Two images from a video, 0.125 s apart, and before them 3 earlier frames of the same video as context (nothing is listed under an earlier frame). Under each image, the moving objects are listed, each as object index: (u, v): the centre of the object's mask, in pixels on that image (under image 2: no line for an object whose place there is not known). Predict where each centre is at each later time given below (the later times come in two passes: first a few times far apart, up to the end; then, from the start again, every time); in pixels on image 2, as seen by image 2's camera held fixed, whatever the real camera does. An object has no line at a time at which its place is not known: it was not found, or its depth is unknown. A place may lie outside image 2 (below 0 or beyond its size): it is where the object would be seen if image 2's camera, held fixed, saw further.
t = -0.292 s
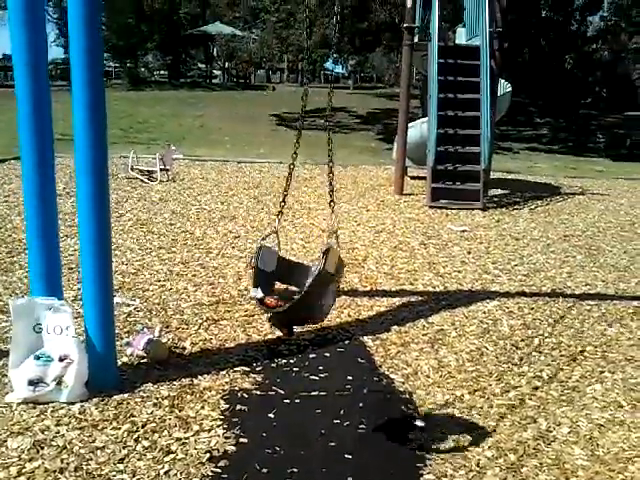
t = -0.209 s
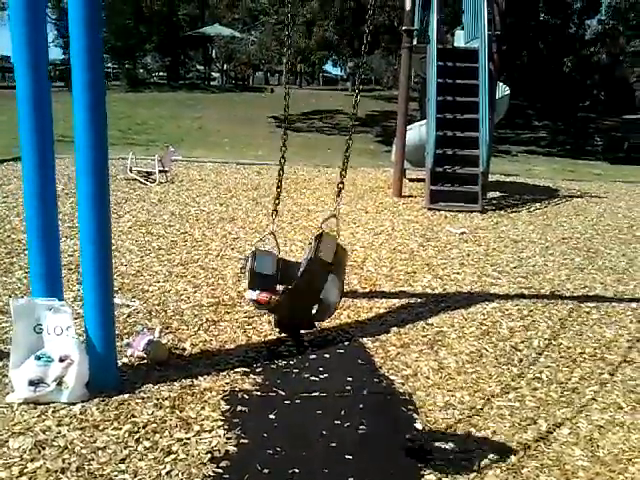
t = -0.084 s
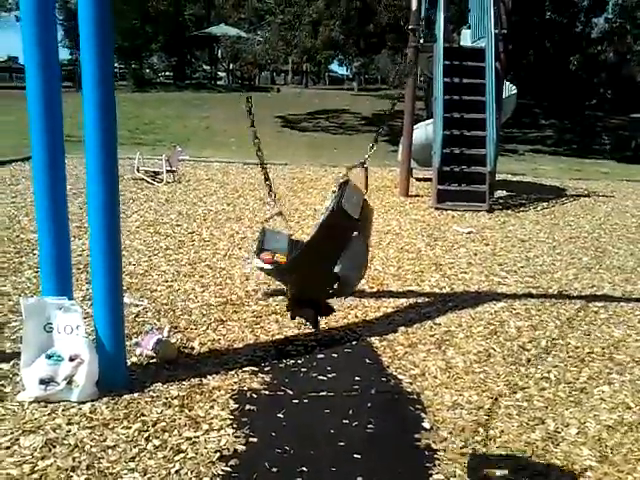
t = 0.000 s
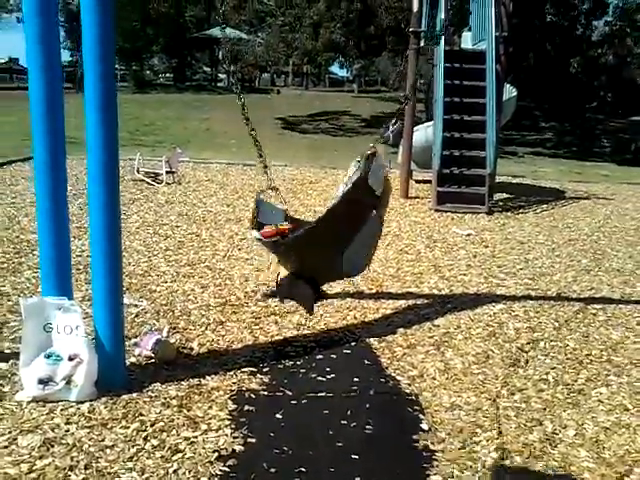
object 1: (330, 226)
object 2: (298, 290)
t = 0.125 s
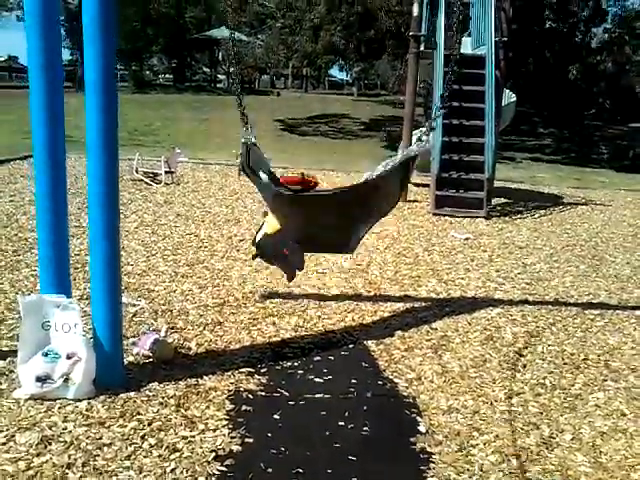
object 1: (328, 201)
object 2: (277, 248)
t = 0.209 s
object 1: (330, 187)
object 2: (269, 224)
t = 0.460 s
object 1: (324, 213)
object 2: (305, 256)
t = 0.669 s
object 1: (325, 281)
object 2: (302, 314)
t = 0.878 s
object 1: (317, 261)
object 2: (290, 286)
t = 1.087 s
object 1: (320, 222)
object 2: (296, 244)
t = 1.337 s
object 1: (315, 157)
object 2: (311, 176)
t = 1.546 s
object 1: (318, 123)
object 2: (314, 144)
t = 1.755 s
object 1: (313, 139)
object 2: (306, 159)
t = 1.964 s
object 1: (311, 199)
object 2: (305, 217)
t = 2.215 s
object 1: (319, 266)
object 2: (299, 287)
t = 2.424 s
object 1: (326, 286)
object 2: (284, 313)
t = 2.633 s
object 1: (330, 280)
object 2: (277, 310)
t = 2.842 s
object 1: (325, 229)
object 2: (283, 270)
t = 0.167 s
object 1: (330, 192)
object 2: (273, 235)
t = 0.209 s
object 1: (330, 187)
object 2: (269, 224)
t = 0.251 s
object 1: (327, 186)
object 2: (267, 220)
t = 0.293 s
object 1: (329, 187)
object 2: (268, 220)
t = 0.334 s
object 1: (327, 189)
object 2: (273, 224)
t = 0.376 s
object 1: (327, 192)
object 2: (282, 229)
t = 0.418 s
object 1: (325, 200)
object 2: (295, 241)
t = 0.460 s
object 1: (324, 213)
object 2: (305, 256)
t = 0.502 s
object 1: (324, 229)
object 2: (311, 273)
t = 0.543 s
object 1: (324, 246)
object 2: (314, 292)
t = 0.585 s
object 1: (323, 266)
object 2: (314, 310)
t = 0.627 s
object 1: (325, 279)
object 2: (307, 319)
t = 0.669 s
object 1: (325, 281)
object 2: (302, 314)
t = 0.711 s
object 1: (323, 278)
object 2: (298, 303)
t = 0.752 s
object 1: (322, 274)
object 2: (291, 297)
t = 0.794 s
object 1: (319, 270)
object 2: (290, 290)
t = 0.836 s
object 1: (319, 266)
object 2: (289, 288)
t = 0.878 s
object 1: (317, 261)
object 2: (290, 286)
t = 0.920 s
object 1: (318, 255)
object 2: (292, 283)
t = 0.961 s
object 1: (319, 249)
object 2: (296, 277)
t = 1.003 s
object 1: (320, 240)
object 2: (297, 266)
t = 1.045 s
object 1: (320, 232)
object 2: (297, 254)
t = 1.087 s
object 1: (320, 222)
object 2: (296, 244)
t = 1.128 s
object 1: (311, 213)
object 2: (297, 231)
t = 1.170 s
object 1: (312, 199)
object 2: (302, 220)
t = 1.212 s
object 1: (311, 187)
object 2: (305, 207)
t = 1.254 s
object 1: (314, 179)
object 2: (306, 196)
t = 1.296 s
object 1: (312, 166)
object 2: (311, 185)
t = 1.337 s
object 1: (315, 157)
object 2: (311, 176)
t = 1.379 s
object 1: (317, 147)
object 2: (312, 167)
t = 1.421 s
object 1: (319, 139)
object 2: (312, 158)
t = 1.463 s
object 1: (320, 136)
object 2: (314, 150)
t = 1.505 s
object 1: (316, 131)
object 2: (311, 145)
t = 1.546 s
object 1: (318, 123)
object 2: (314, 144)
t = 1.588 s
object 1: (317, 124)
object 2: (313, 142)
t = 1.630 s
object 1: (315, 125)
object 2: (307, 148)
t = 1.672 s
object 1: (315, 128)
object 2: (311, 148)
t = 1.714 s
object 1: (313, 142)
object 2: (305, 155)
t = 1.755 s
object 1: (313, 139)
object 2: (306, 159)
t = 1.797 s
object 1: (313, 149)
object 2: (305, 167)
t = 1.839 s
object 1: (311, 161)
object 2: (304, 178)
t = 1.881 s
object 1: (308, 172)
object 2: (304, 189)
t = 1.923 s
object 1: (311, 186)
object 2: (304, 203)
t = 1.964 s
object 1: (311, 199)
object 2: (305, 217)
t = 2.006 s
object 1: (311, 211)
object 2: (303, 229)
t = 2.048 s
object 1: (312, 221)
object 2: (304, 241)
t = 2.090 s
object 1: (315, 232)
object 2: (310, 253)
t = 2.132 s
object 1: (317, 243)
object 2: (311, 263)
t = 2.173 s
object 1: (319, 253)
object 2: (300, 278)
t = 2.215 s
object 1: (319, 266)
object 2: (299, 287)
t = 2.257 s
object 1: (324, 270)
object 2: (301, 294)
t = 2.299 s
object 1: (326, 274)
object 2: (303, 301)
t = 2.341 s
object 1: (326, 280)
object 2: (304, 307)
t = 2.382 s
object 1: (327, 283)
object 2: (298, 311)
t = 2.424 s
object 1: (326, 286)
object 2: (284, 313)
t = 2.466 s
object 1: (328, 288)
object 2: (289, 315)
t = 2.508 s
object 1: (327, 286)
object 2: (279, 316)
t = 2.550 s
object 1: (327, 284)
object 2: (291, 313)
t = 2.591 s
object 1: (328, 282)
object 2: (277, 313)
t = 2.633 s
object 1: (330, 280)
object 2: (277, 310)
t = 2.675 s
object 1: (328, 274)
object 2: (277, 308)
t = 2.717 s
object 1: (327, 267)
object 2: (279, 303)
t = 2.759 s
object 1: (327, 255)
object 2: (281, 294)
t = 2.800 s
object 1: (324, 244)
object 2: (280, 282)
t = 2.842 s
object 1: (325, 229)
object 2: (283, 270)
